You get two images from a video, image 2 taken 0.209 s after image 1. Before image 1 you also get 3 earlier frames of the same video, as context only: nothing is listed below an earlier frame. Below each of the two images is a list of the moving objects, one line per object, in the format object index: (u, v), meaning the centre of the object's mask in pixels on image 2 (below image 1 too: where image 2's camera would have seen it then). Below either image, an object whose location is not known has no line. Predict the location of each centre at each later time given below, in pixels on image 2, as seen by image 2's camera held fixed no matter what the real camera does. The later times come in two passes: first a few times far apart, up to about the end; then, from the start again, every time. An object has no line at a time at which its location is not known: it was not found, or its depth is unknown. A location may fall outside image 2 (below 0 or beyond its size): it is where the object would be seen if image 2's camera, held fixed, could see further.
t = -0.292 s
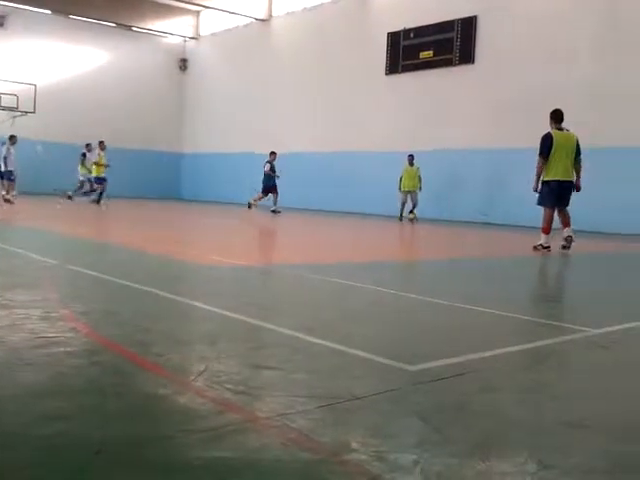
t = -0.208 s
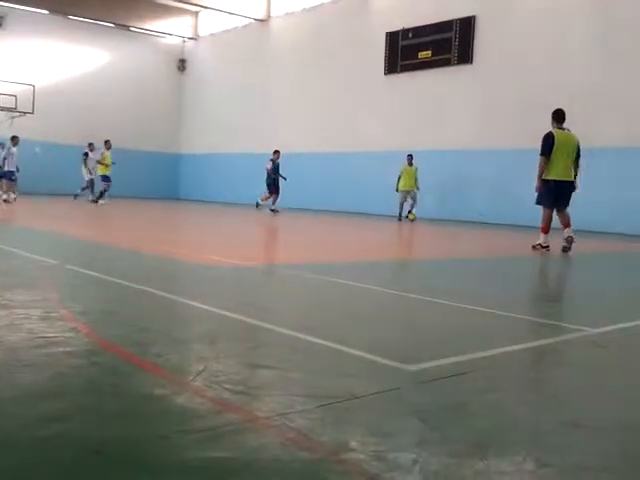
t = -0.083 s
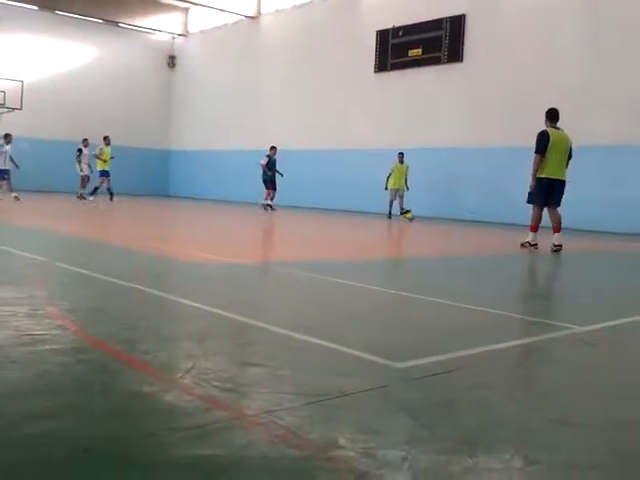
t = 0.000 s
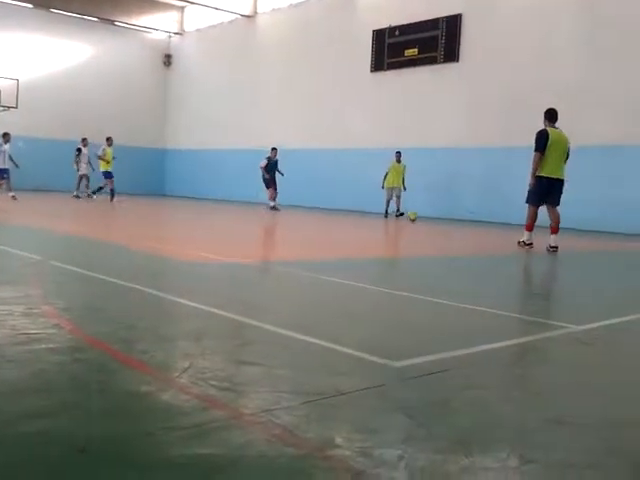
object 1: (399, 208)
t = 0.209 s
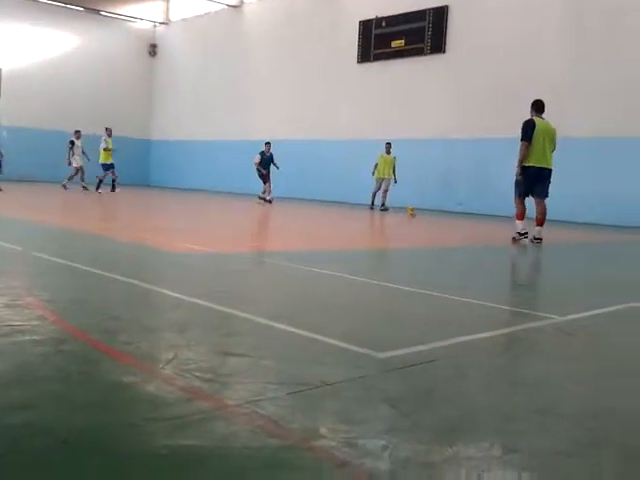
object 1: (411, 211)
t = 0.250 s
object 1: (416, 212)
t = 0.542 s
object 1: (435, 215)
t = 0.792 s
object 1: (453, 218)
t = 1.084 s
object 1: (478, 224)
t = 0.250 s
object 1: (416, 212)
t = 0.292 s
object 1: (419, 213)
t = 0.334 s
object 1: (422, 213)
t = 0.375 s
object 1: (425, 213)
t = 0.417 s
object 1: (427, 214)
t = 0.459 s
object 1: (430, 214)
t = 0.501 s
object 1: (432, 215)
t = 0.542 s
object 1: (435, 215)
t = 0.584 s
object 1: (437, 216)
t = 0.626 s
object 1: (440, 216)
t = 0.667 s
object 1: (445, 217)
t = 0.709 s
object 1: (448, 217)
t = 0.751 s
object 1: (451, 218)
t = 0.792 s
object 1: (453, 218)
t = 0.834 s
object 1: (456, 219)
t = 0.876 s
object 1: (460, 220)
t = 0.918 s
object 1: (462, 221)
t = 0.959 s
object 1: (466, 221)
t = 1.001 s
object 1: (470, 222)
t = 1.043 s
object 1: (474, 223)
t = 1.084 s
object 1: (478, 224)
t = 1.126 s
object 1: (482, 224)
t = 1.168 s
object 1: (487, 225)
